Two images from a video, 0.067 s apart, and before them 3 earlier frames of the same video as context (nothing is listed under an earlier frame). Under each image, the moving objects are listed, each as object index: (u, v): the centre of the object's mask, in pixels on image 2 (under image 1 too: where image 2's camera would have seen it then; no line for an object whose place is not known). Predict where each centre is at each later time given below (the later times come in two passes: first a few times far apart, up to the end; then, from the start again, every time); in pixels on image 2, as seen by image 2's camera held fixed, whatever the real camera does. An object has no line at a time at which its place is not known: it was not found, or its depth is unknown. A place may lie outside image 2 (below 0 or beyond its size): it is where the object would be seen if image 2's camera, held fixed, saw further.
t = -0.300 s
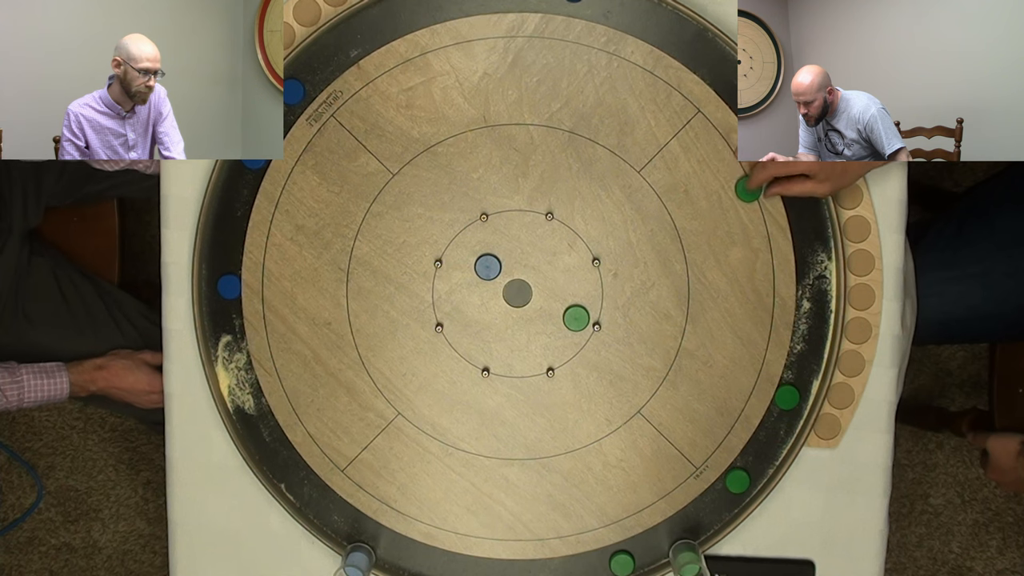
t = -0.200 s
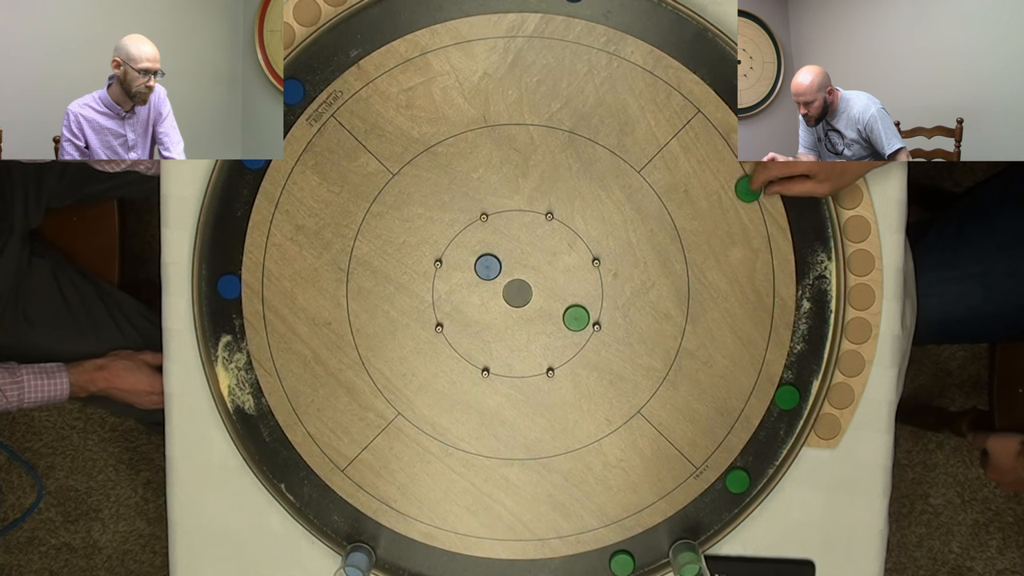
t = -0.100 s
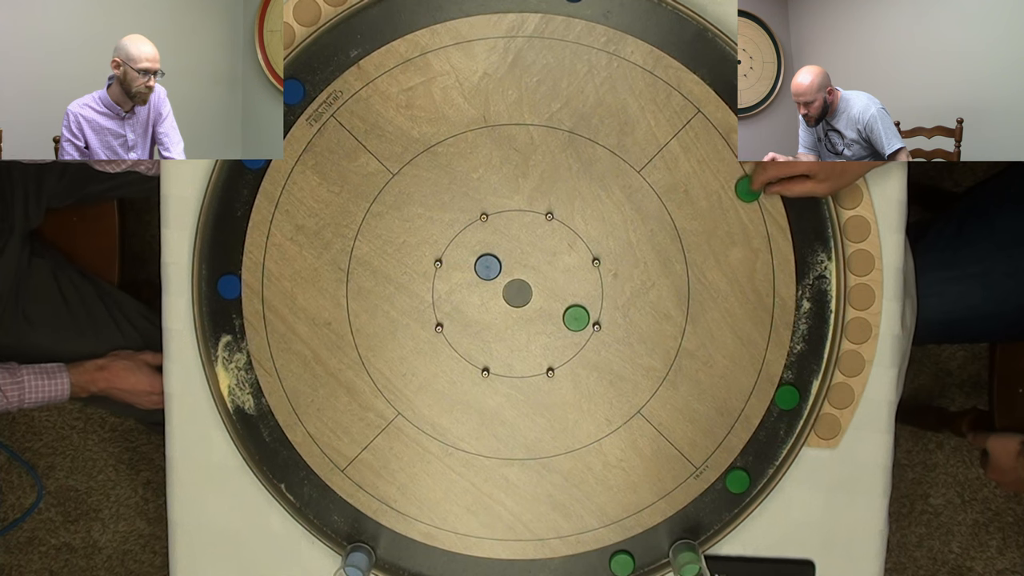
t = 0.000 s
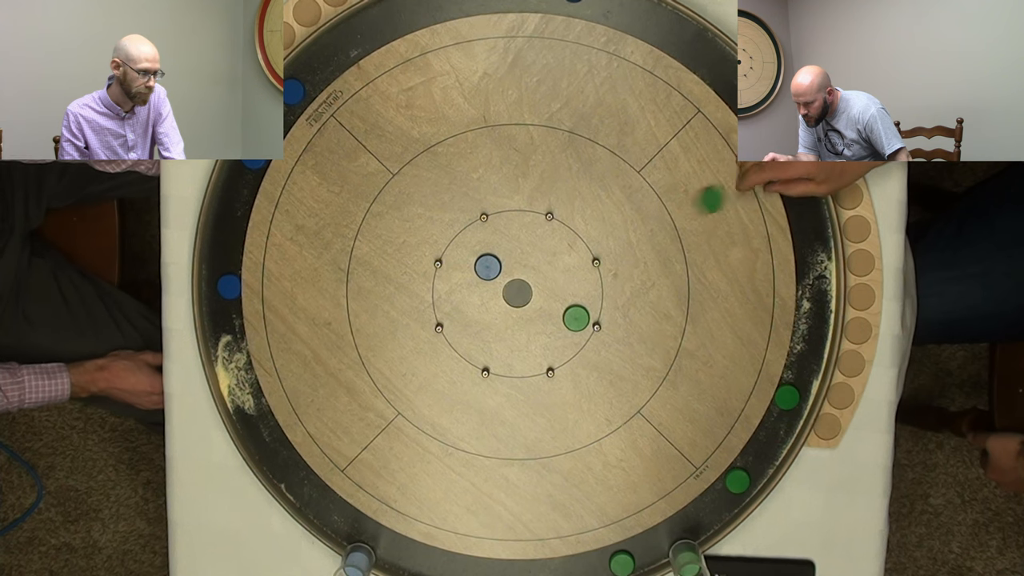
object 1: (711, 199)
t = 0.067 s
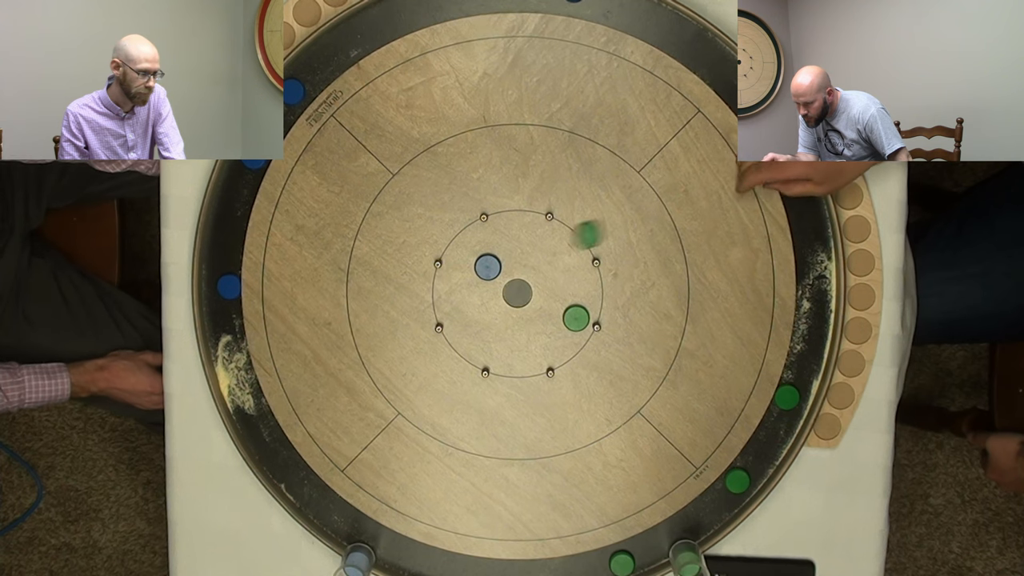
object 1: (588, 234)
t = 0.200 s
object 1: (504, 242)
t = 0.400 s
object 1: (498, 234)
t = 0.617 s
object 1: (498, 234)
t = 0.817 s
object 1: (498, 234)
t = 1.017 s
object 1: (498, 234)
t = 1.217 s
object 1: (498, 234)
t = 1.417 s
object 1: (498, 234)
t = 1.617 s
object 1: (498, 234)
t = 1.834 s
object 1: (498, 234)
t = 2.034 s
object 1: (498, 234)
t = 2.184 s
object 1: (498, 234)
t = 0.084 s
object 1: (559, 243)
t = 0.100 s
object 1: (529, 251)
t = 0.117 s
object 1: (512, 255)
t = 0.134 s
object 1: (510, 252)
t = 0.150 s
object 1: (508, 249)
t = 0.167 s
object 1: (507, 246)
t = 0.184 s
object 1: (505, 244)
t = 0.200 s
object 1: (504, 242)
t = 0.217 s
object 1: (503, 240)
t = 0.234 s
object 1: (502, 239)
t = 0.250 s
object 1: (501, 237)
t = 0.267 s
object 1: (501, 236)
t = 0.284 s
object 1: (500, 235)
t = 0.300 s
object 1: (499, 234)
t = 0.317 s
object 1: (499, 234)
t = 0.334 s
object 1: (498, 233)
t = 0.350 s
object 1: (498, 233)
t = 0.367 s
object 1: (498, 233)
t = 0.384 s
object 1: (498, 234)
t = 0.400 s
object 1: (498, 234)
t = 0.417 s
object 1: (498, 234)
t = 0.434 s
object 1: (498, 234)
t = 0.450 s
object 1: (498, 234)
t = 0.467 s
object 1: (498, 234)
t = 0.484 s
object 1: (498, 234)
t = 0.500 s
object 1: (498, 234)
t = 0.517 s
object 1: (498, 234)
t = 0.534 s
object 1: (497, 234)
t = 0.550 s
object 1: (497, 234)
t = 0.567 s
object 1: (498, 234)
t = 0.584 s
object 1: (498, 234)
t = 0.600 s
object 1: (498, 234)
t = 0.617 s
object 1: (498, 234)
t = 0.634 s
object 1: (498, 234)
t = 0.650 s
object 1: (498, 234)
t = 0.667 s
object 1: (498, 234)
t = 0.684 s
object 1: (498, 234)
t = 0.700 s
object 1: (498, 234)
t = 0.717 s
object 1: (497, 234)
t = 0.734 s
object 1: (497, 234)
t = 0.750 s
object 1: (498, 234)
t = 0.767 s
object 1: (498, 234)
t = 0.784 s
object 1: (498, 234)
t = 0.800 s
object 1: (498, 234)
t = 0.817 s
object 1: (498, 234)
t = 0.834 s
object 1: (498, 234)
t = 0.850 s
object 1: (498, 234)
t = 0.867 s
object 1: (498, 234)
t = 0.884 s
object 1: (498, 234)
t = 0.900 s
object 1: (498, 234)
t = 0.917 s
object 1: (498, 234)
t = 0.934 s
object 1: (498, 234)
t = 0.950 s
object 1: (498, 234)
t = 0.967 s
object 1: (498, 234)
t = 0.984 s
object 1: (498, 234)
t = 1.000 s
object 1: (498, 234)
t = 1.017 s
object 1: (498, 234)
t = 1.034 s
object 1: (498, 234)
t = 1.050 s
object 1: (498, 234)
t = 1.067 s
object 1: (498, 234)
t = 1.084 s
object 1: (498, 234)
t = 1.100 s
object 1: (498, 234)
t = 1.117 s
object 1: (498, 234)
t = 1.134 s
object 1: (498, 234)
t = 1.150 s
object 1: (498, 234)
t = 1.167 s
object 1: (498, 234)
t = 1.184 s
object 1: (498, 234)
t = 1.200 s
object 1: (498, 234)
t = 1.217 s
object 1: (498, 234)
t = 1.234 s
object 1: (498, 234)
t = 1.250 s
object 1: (498, 234)
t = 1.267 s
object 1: (498, 234)
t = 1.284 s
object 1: (498, 234)
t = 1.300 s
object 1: (498, 234)
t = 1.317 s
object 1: (498, 234)
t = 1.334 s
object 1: (498, 234)
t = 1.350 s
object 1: (498, 234)
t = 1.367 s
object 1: (498, 234)
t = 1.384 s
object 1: (498, 234)
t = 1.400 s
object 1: (498, 234)
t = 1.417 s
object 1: (498, 234)
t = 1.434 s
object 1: (498, 234)
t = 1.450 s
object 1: (498, 234)
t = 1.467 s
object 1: (498, 234)
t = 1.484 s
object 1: (498, 234)
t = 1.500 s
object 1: (498, 234)
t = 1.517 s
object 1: (498, 234)
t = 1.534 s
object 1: (498, 234)
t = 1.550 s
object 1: (498, 234)
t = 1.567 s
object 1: (498, 234)
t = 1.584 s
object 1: (498, 234)
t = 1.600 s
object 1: (498, 234)
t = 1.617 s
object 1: (498, 234)
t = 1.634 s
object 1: (498, 234)
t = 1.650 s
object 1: (498, 234)
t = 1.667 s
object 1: (498, 234)
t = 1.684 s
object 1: (498, 234)
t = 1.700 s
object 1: (498, 234)
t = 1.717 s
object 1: (498, 234)
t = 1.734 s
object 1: (498, 234)
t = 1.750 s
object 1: (498, 234)
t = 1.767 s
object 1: (498, 234)
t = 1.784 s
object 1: (498, 234)
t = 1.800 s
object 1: (498, 234)
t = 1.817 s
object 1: (498, 234)
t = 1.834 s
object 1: (498, 234)
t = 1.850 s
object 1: (498, 234)
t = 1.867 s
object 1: (498, 234)
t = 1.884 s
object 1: (498, 234)
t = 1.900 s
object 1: (498, 234)
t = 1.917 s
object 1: (498, 234)
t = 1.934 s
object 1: (498, 234)
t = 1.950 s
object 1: (498, 234)
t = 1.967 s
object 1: (498, 234)
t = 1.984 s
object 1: (498, 234)
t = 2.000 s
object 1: (498, 234)
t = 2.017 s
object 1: (498, 234)
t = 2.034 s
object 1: (498, 234)
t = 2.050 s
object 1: (498, 234)
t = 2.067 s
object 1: (498, 234)
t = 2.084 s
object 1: (498, 234)
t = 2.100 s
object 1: (498, 234)
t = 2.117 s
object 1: (498, 234)
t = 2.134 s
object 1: (498, 234)
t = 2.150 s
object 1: (498, 234)
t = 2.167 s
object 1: (498, 234)
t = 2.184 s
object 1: (498, 234)
